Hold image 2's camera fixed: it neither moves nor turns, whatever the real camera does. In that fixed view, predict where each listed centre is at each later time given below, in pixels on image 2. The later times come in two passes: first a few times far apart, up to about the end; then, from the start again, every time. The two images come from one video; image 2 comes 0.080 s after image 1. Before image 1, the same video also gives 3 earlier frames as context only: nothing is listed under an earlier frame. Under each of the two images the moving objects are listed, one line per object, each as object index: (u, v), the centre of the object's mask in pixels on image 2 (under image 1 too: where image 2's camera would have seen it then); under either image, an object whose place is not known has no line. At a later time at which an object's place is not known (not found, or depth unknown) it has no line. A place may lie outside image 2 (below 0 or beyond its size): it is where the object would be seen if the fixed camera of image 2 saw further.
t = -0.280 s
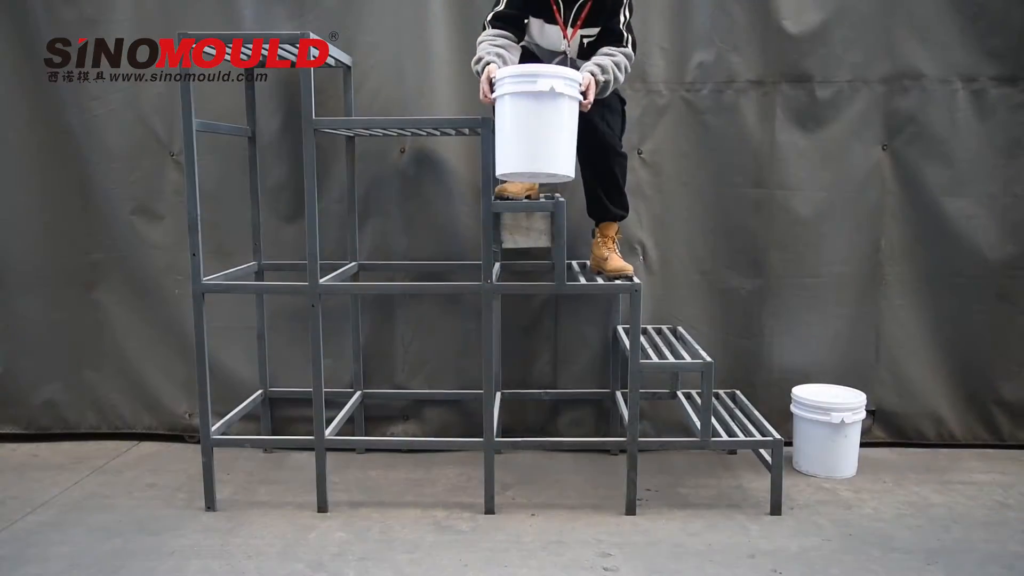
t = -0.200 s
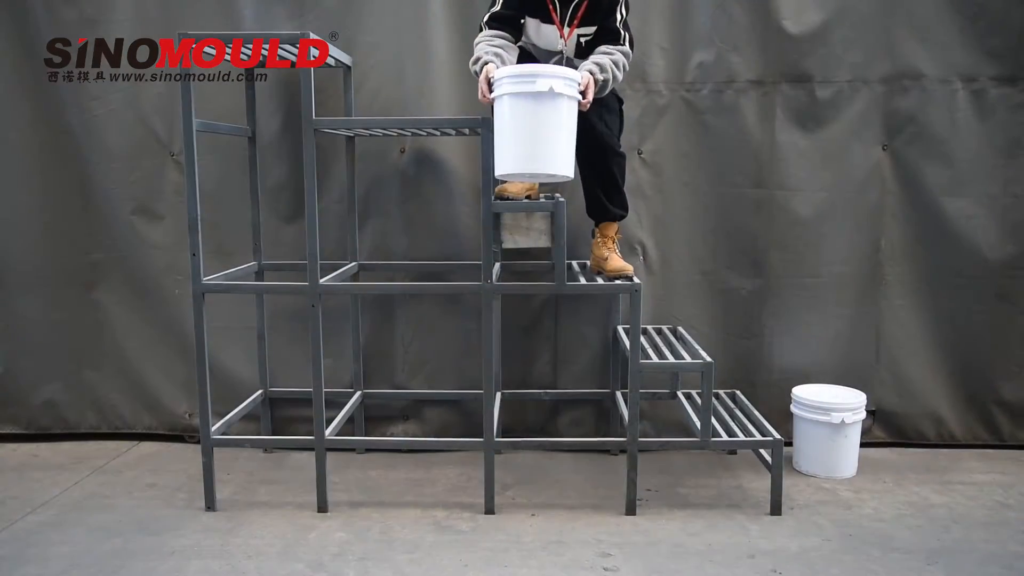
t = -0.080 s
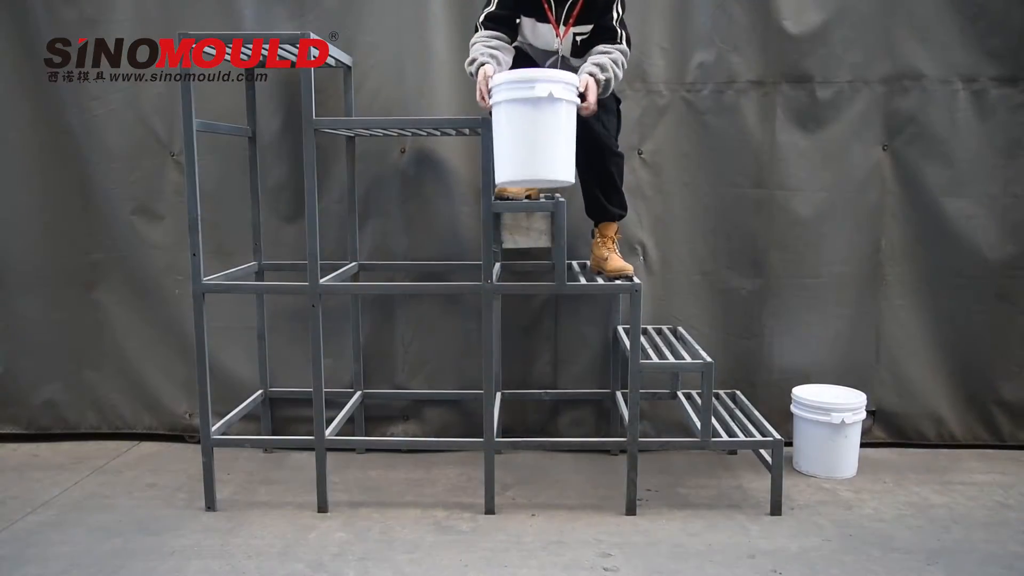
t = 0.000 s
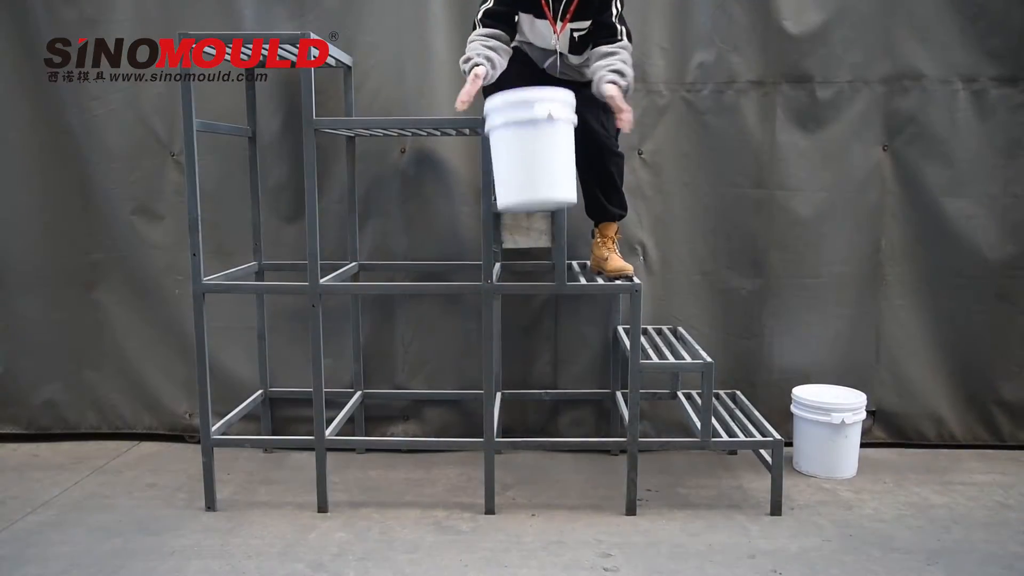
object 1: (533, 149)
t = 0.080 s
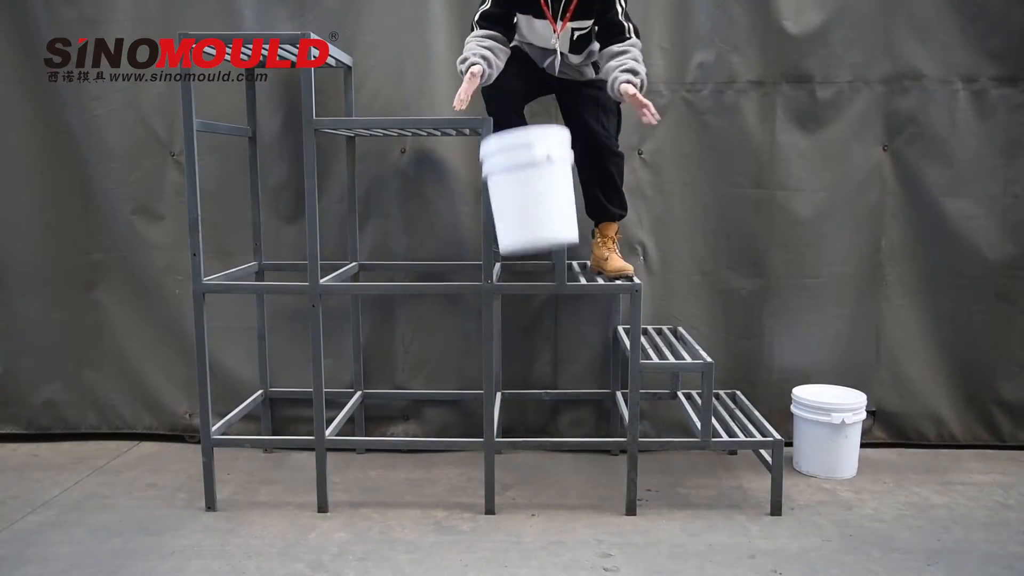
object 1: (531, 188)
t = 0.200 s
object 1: (529, 287)
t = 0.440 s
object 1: (548, 498)
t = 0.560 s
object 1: (586, 505)
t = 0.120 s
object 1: (530, 215)
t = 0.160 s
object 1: (530, 249)
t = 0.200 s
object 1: (529, 287)
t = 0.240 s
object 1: (529, 329)
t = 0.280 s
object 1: (528, 376)
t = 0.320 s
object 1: (528, 429)
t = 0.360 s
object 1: (528, 483)
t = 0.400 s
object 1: (536, 502)
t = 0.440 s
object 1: (548, 498)
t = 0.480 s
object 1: (562, 499)
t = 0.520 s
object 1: (575, 503)
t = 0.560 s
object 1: (586, 505)
